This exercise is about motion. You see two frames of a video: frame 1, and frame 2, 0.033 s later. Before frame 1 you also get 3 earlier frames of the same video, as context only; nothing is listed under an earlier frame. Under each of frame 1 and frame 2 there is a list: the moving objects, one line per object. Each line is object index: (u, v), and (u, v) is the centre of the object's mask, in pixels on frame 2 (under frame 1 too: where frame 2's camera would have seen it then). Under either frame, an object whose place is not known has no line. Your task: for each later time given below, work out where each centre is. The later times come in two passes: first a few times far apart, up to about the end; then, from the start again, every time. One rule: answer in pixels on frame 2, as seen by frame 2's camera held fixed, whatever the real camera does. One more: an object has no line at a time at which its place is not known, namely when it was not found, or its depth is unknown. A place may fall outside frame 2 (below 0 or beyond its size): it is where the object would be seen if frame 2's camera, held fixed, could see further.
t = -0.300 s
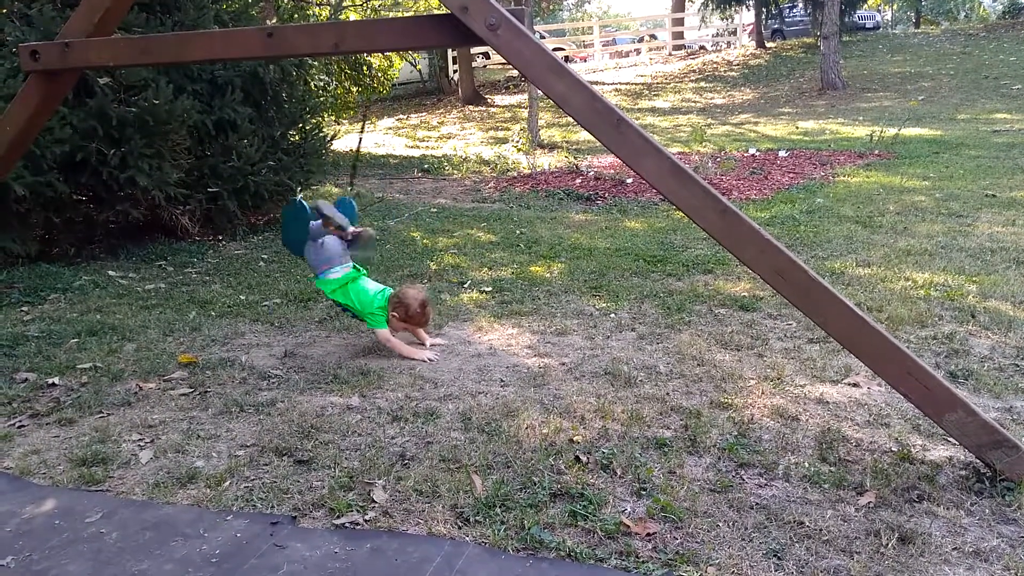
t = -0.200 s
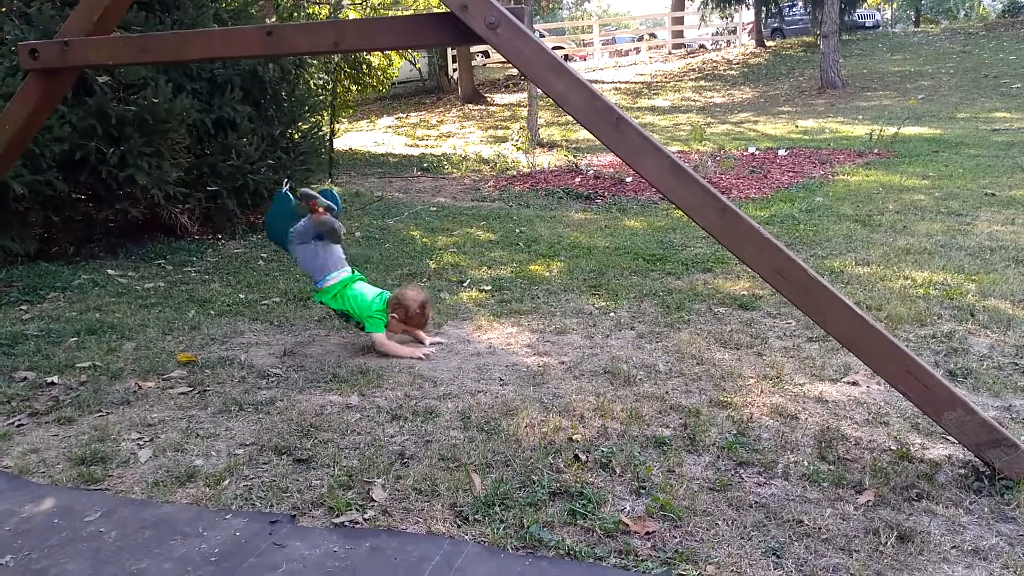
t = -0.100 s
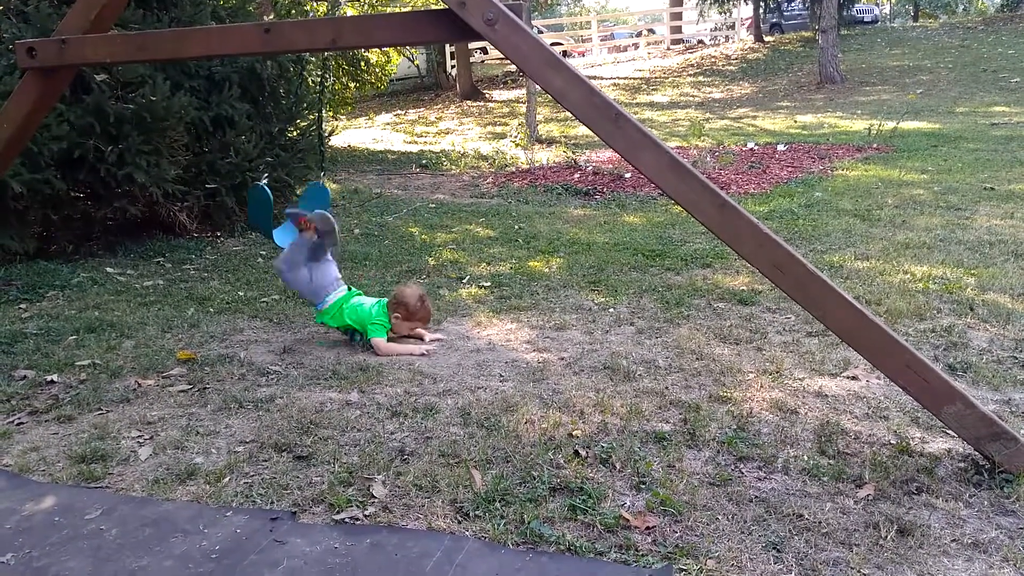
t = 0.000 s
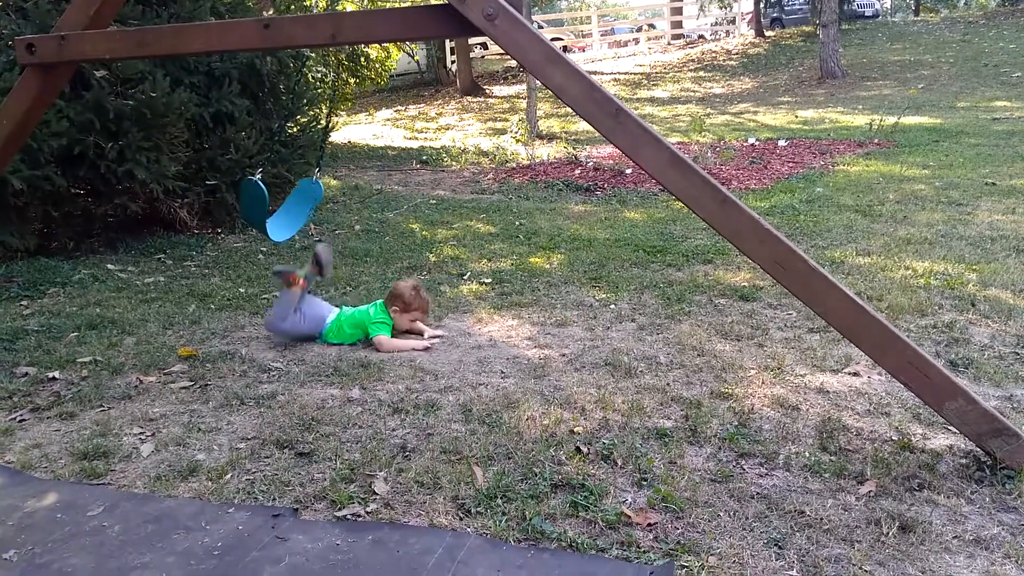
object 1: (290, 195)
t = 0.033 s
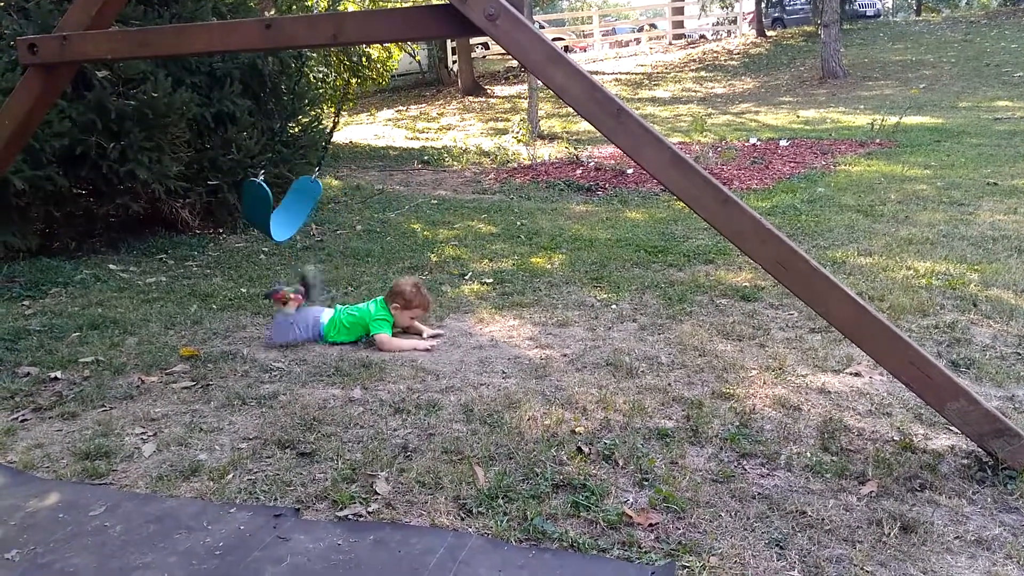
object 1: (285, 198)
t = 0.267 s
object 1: (313, 210)
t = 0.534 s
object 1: (401, 207)
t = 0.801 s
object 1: (461, 202)
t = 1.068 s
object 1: (480, 186)
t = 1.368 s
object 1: (462, 188)
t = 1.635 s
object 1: (390, 204)
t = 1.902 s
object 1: (318, 215)
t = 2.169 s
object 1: (299, 198)
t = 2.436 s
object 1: (353, 196)
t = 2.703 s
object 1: (413, 206)
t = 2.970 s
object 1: (459, 193)
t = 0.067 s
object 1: (286, 198)
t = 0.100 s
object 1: (293, 190)
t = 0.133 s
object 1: (294, 180)
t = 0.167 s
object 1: (300, 194)
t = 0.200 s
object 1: (300, 204)
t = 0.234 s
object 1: (306, 190)
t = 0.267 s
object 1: (313, 210)
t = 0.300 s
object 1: (325, 213)
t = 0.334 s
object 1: (334, 218)
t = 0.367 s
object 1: (343, 221)
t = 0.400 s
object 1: (354, 206)
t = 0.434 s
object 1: (368, 200)
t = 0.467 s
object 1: (378, 202)
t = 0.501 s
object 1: (391, 203)
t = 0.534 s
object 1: (401, 207)
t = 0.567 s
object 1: (411, 204)
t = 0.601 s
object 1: (423, 199)
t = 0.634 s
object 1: (433, 202)
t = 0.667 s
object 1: (444, 200)
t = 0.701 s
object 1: (437, 204)
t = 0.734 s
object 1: (444, 202)
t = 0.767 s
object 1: (471, 213)
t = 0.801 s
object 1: (461, 202)
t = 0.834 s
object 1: (466, 200)
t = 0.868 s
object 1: (469, 197)
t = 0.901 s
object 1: (472, 195)
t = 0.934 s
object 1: (475, 194)
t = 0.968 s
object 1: (479, 194)
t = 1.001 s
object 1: (478, 190)
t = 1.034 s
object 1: (480, 188)
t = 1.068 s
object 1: (480, 186)
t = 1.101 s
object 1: (483, 186)
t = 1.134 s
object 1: (483, 185)
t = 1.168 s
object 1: (482, 184)
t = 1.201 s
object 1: (481, 185)
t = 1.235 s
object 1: (480, 186)
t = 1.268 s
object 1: (480, 188)
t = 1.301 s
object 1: (473, 187)
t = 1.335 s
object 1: (470, 198)
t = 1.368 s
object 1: (462, 188)
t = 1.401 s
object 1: (455, 193)
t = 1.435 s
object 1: (445, 190)
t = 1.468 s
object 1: (436, 190)
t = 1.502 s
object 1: (427, 191)
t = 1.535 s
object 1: (418, 186)
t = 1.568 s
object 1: (409, 190)
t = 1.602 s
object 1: (399, 201)
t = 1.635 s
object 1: (390, 204)
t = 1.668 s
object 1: (380, 200)
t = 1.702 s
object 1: (370, 191)
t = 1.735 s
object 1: (362, 184)
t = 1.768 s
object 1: (352, 199)
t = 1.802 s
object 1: (344, 184)
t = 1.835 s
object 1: (337, 173)
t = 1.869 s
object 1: (325, 191)
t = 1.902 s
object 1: (318, 215)
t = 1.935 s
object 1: (317, 197)
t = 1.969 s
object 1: (312, 196)
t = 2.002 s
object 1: (308, 195)
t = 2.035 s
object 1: (303, 196)
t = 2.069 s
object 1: (300, 196)
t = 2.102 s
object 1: (299, 197)
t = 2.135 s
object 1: (299, 198)
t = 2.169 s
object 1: (299, 198)
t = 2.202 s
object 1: (302, 197)
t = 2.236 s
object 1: (304, 201)
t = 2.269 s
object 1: (309, 203)
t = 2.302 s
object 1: (314, 201)
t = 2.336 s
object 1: (321, 202)
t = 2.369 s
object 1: (326, 205)
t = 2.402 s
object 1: (332, 213)
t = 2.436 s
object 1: (353, 196)
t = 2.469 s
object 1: (353, 204)
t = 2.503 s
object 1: (365, 208)
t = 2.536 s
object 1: (372, 205)
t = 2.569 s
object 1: (384, 201)
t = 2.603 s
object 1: (387, 210)
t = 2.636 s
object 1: (398, 205)
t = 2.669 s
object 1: (406, 205)
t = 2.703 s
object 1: (413, 206)
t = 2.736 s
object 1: (421, 203)
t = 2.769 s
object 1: (424, 206)
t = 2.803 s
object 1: (402, 209)
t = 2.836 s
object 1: (416, 205)
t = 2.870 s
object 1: (428, 200)
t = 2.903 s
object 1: (440, 198)
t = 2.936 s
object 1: (451, 193)
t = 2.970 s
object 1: (459, 193)
